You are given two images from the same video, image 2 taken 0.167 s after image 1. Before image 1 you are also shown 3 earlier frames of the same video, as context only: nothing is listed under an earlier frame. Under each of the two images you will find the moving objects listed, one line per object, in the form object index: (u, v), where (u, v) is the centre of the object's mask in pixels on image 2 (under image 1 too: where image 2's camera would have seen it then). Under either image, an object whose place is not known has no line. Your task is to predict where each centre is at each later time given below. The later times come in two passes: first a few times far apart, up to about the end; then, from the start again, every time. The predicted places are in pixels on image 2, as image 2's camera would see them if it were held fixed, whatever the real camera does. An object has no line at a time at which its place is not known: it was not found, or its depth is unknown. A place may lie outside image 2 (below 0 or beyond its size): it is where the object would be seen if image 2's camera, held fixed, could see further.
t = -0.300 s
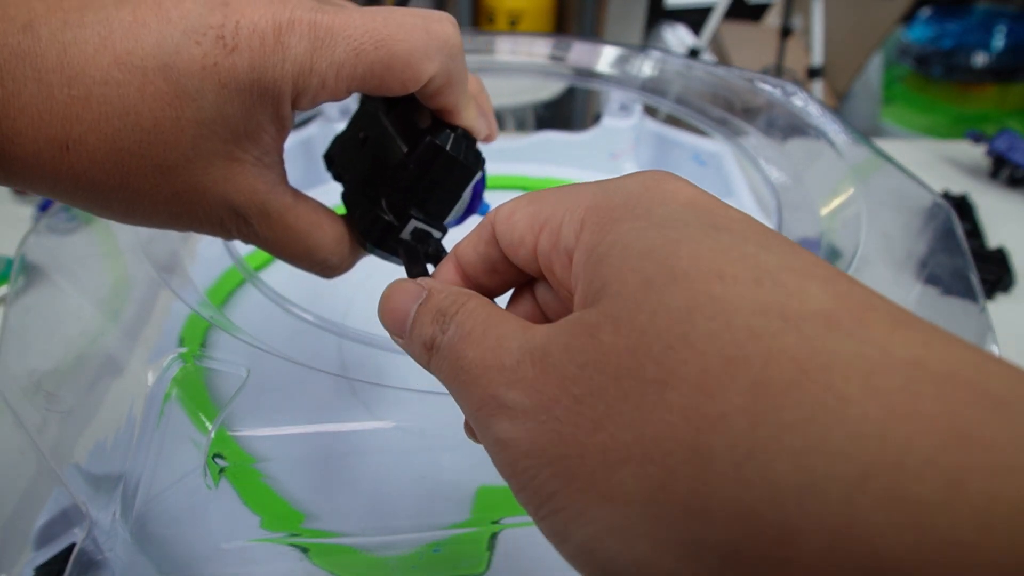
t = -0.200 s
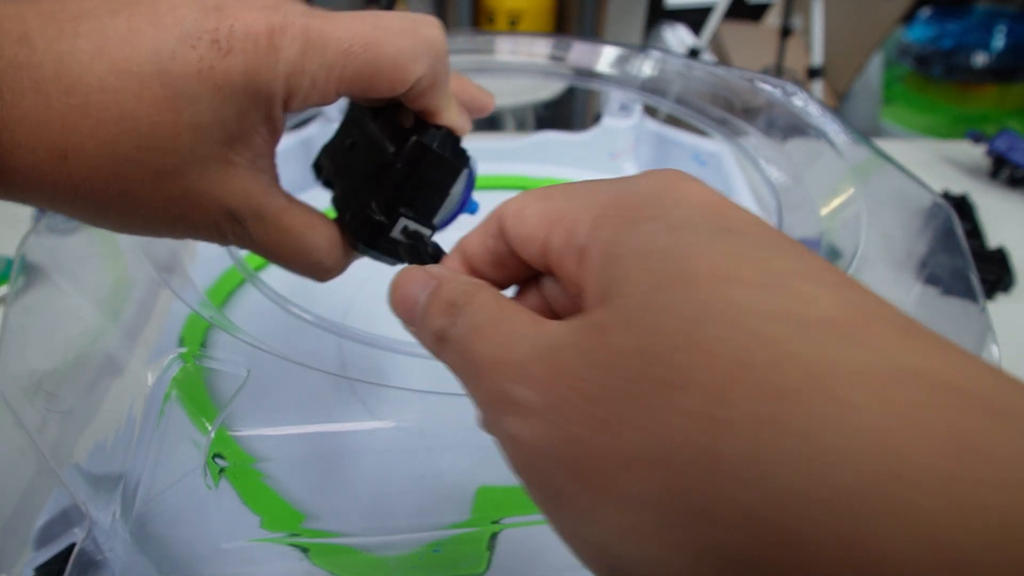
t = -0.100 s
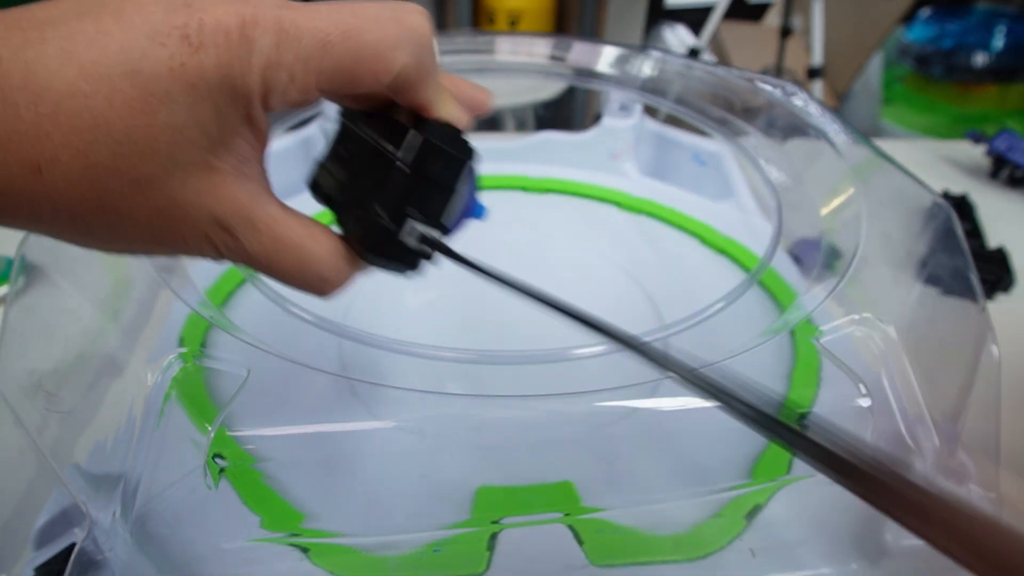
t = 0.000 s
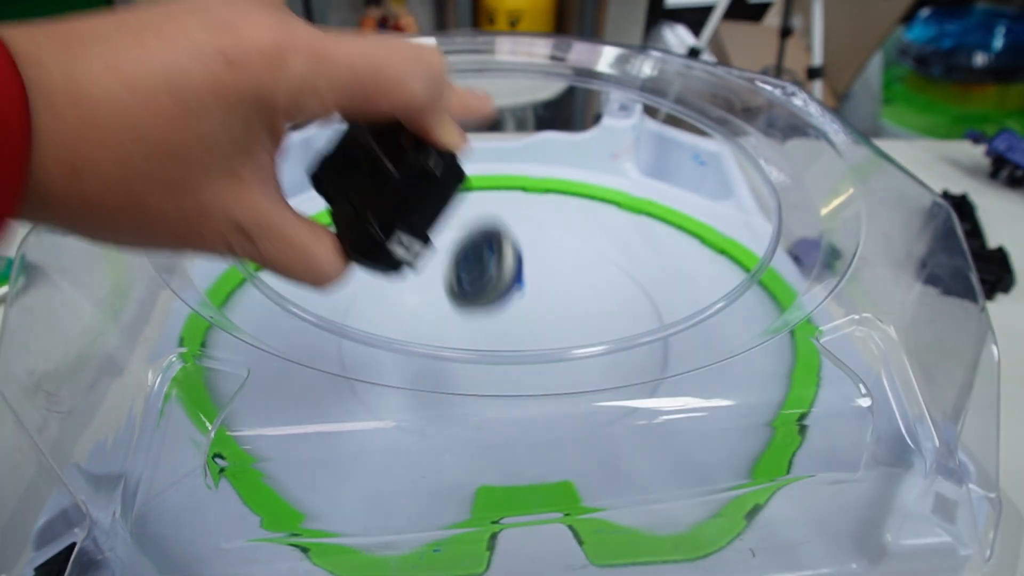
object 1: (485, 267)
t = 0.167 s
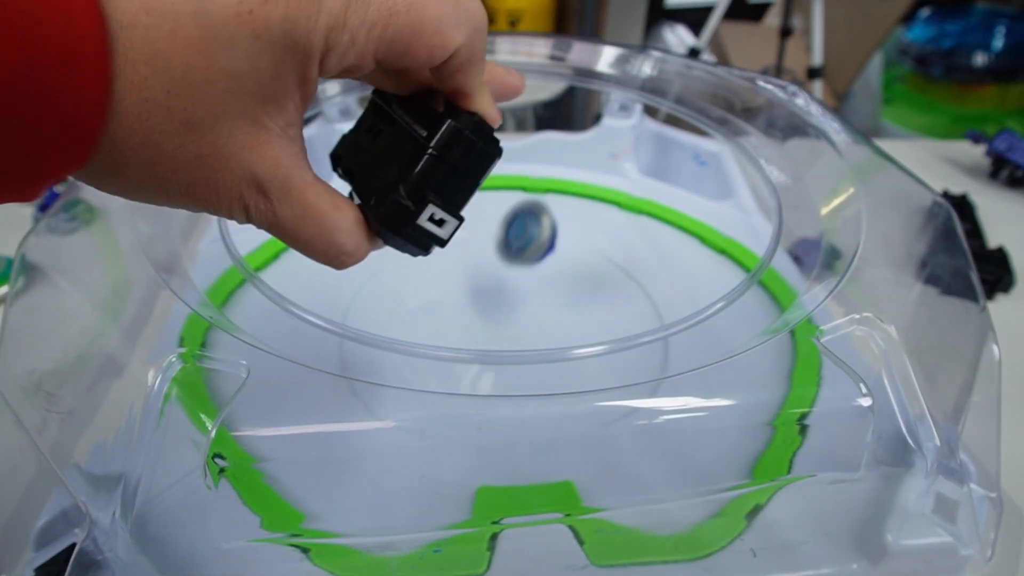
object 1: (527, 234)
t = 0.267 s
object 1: (546, 233)
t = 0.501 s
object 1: (545, 215)
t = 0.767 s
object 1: (472, 366)
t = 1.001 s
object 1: (331, 464)
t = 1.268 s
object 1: (333, 395)
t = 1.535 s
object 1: (454, 325)
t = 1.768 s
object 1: (528, 297)
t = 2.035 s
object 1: (467, 321)
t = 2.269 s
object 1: (338, 346)
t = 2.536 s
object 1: (242, 360)
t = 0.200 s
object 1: (534, 225)
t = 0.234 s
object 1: (541, 231)
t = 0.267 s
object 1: (546, 233)
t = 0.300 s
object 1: (547, 212)
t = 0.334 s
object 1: (548, 204)
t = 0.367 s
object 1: (549, 207)
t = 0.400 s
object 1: (549, 209)
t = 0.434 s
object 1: (548, 203)
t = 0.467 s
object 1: (547, 209)
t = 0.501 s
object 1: (545, 215)
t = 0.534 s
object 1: (543, 219)
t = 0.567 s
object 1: (538, 236)
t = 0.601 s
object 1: (532, 247)
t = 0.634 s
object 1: (524, 267)
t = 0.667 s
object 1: (514, 287)
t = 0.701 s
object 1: (501, 311)
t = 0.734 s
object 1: (489, 328)
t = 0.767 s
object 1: (472, 366)
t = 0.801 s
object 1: (453, 398)
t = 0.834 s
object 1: (437, 427)
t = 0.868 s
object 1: (418, 460)
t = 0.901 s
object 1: (394, 505)
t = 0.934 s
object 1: (371, 489)
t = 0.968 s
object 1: (349, 470)
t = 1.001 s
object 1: (331, 464)
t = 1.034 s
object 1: (317, 473)
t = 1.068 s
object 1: (308, 475)
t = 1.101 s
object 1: (299, 461)
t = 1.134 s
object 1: (298, 455)
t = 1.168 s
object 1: (306, 445)
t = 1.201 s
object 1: (314, 422)
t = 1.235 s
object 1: (324, 411)
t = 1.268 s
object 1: (333, 395)
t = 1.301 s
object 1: (345, 388)
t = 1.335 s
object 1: (355, 376)
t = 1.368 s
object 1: (368, 368)
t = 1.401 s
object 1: (382, 360)
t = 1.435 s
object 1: (402, 355)
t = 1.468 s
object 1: (424, 337)
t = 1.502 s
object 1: (439, 327)
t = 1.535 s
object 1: (454, 325)
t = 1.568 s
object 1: (471, 320)
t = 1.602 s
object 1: (486, 313)
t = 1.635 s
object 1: (499, 308)
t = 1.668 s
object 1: (509, 304)
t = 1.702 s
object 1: (517, 300)
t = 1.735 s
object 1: (524, 298)
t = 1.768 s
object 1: (528, 297)
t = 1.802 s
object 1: (530, 297)
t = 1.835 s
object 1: (530, 298)
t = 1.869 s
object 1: (526, 300)
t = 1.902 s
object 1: (520, 303)
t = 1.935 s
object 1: (511, 307)
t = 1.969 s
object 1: (499, 312)
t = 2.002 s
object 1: (484, 317)
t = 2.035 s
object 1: (467, 321)
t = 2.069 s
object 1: (449, 325)
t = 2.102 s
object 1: (430, 327)
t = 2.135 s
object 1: (411, 328)
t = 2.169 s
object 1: (389, 340)
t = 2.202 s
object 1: (366, 346)
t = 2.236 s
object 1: (348, 346)
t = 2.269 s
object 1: (338, 346)
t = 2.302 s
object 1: (325, 357)
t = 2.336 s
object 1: (317, 356)
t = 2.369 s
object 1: (308, 357)
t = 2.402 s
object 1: (298, 360)
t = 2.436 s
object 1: (285, 361)
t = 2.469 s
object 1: (273, 361)
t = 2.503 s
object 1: (259, 360)
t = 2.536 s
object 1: (242, 360)
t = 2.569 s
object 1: (223, 370)
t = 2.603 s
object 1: (222, 360)
